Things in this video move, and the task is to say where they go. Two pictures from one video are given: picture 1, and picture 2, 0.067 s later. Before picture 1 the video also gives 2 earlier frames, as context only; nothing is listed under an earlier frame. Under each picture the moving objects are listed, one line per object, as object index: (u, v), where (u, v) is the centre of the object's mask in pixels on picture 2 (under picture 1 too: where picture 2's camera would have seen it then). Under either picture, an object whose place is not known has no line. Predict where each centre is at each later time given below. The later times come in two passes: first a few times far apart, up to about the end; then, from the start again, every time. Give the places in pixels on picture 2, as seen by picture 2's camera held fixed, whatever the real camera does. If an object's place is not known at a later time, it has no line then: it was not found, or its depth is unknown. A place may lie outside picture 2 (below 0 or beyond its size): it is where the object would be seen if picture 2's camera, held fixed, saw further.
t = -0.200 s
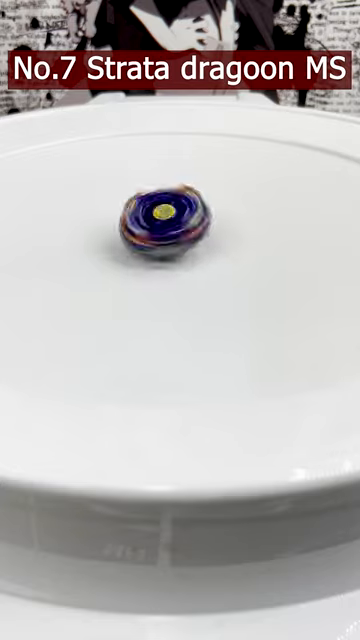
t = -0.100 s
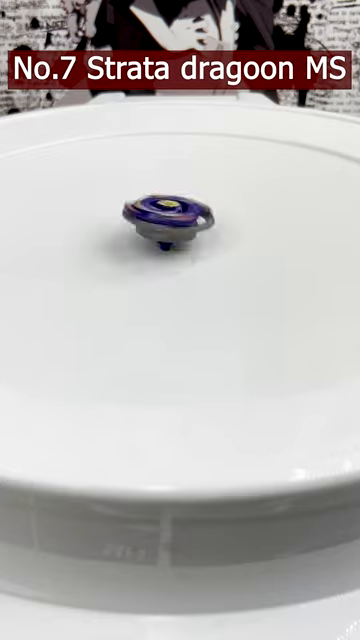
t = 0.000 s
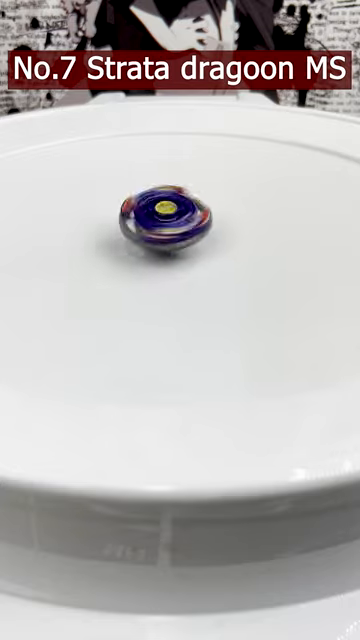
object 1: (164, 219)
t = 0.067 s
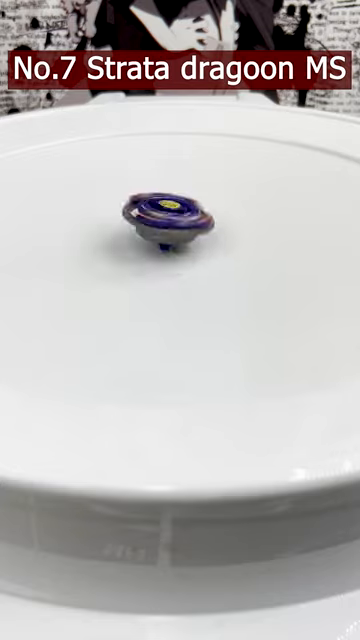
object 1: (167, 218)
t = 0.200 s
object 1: (170, 218)
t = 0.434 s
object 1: (172, 216)
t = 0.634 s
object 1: (173, 218)
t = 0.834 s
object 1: (177, 218)
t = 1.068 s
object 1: (178, 217)
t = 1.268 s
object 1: (177, 220)
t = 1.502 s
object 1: (186, 226)
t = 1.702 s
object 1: (186, 229)
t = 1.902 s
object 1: (182, 229)
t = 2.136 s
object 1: (172, 228)
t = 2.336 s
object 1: (163, 225)
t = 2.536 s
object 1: (161, 220)
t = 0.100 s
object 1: (165, 219)
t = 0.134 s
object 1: (165, 218)
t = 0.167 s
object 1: (166, 219)
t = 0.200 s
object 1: (170, 218)
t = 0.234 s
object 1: (169, 218)
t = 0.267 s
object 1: (168, 218)
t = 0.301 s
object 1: (165, 219)
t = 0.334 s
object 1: (165, 218)
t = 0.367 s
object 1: (167, 217)
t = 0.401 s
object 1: (171, 218)
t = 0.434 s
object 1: (172, 216)
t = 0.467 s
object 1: (171, 217)
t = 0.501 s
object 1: (170, 216)
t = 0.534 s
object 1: (169, 217)
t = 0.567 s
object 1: (173, 217)
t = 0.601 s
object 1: (173, 217)
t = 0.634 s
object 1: (173, 218)
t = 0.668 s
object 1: (172, 218)
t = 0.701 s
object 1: (175, 218)
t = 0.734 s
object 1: (176, 218)
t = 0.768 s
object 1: (175, 219)
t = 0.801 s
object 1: (175, 218)
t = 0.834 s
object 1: (177, 218)
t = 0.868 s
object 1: (180, 217)
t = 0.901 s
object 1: (178, 218)
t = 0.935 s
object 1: (176, 218)
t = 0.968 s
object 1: (175, 218)
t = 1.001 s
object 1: (178, 219)
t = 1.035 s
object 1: (179, 217)
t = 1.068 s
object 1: (178, 217)
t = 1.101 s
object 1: (175, 217)
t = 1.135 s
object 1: (175, 217)
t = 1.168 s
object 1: (178, 218)
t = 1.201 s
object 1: (178, 219)
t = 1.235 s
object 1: (178, 219)
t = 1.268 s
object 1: (177, 220)
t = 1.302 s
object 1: (180, 220)
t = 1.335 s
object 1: (180, 222)
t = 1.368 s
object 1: (182, 222)
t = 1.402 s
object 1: (181, 223)
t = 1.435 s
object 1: (183, 224)
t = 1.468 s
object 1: (183, 224)
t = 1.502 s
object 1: (186, 226)
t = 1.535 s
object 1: (184, 226)
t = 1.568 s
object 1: (184, 228)
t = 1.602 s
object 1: (186, 227)
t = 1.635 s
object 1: (187, 229)
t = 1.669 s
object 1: (186, 228)
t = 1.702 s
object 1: (186, 229)
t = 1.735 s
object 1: (186, 229)
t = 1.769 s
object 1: (185, 230)
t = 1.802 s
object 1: (186, 229)
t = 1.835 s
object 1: (183, 230)
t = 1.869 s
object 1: (182, 230)
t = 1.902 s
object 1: (182, 229)
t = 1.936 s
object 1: (183, 229)
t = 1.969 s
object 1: (179, 229)
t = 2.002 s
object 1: (177, 229)
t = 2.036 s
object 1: (177, 228)
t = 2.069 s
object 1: (178, 228)
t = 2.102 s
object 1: (174, 228)
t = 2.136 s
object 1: (172, 228)
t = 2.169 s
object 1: (172, 227)
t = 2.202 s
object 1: (171, 227)
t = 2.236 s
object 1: (169, 226)
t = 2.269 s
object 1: (165, 227)
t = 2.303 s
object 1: (165, 226)
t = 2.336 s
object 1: (163, 225)
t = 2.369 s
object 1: (163, 224)
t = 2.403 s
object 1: (160, 224)
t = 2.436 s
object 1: (160, 223)
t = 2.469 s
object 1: (160, 222)
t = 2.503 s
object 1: (162, 221)
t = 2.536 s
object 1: (161, 220)
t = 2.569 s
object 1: (163, 220)
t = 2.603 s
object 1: (164, 219)
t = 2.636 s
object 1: (167, 219)
